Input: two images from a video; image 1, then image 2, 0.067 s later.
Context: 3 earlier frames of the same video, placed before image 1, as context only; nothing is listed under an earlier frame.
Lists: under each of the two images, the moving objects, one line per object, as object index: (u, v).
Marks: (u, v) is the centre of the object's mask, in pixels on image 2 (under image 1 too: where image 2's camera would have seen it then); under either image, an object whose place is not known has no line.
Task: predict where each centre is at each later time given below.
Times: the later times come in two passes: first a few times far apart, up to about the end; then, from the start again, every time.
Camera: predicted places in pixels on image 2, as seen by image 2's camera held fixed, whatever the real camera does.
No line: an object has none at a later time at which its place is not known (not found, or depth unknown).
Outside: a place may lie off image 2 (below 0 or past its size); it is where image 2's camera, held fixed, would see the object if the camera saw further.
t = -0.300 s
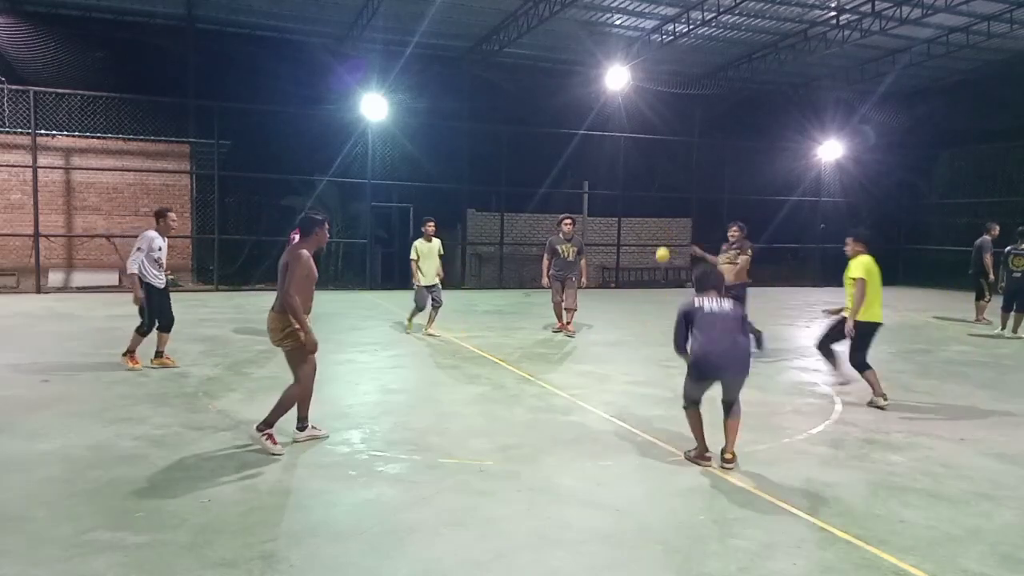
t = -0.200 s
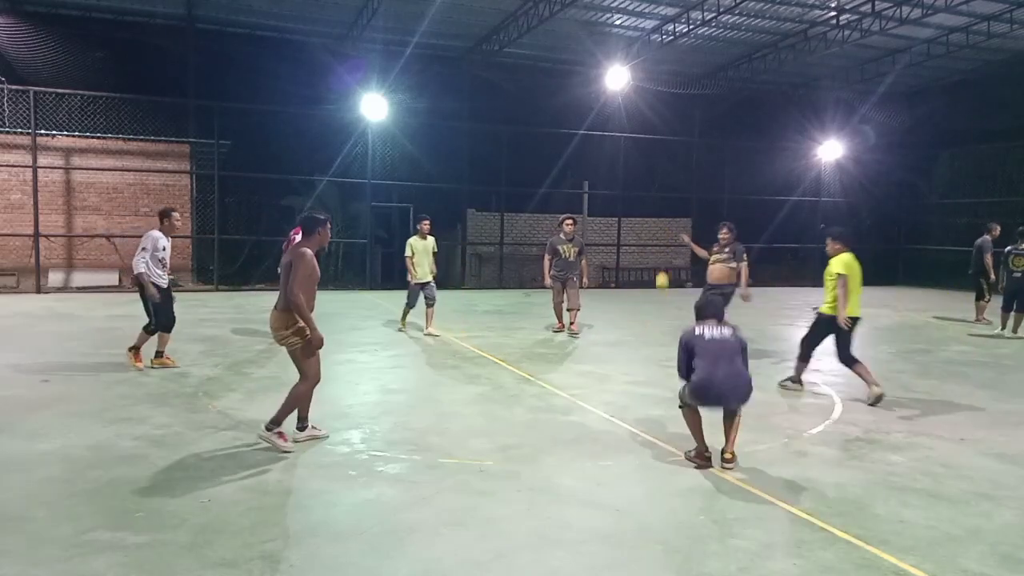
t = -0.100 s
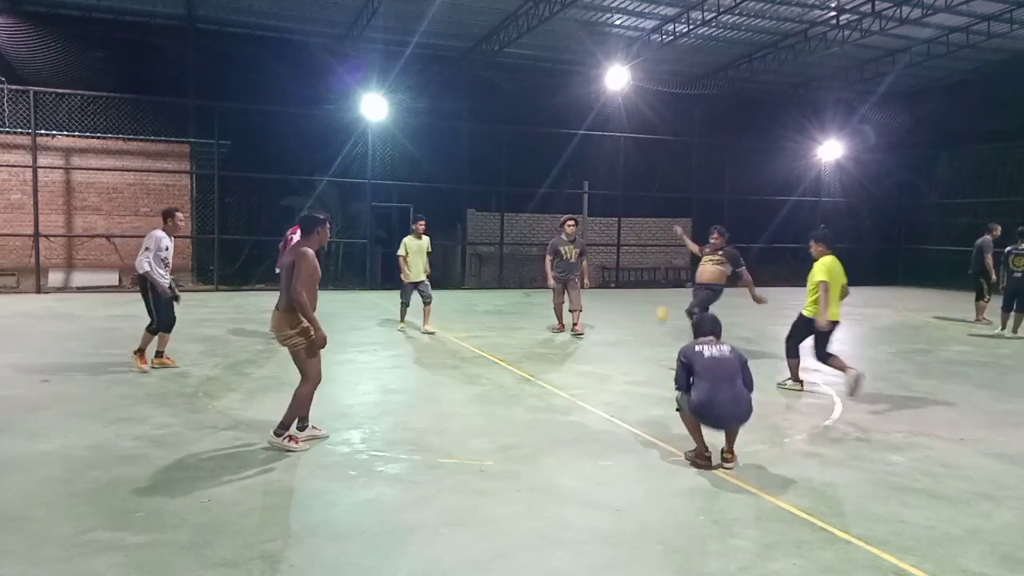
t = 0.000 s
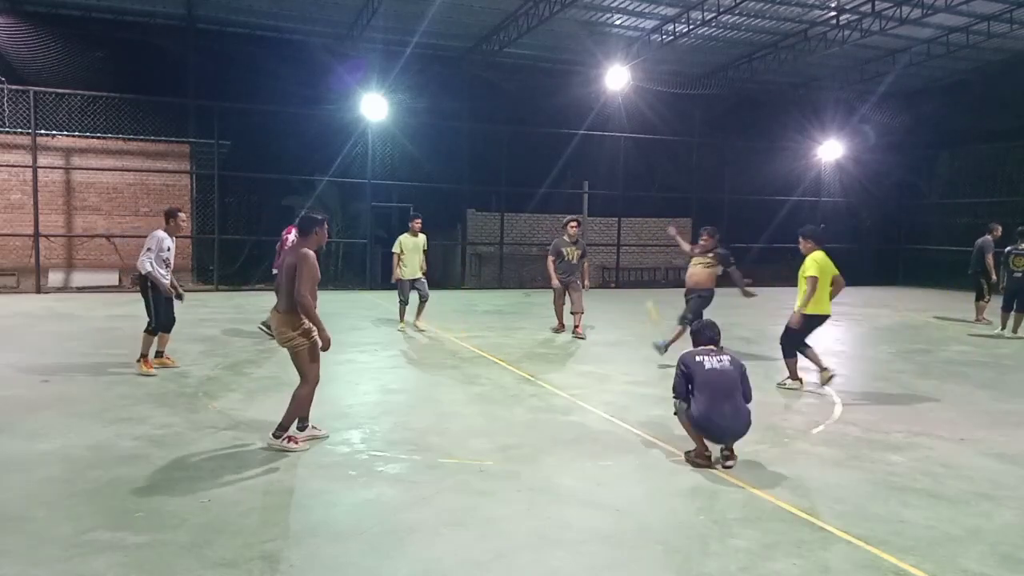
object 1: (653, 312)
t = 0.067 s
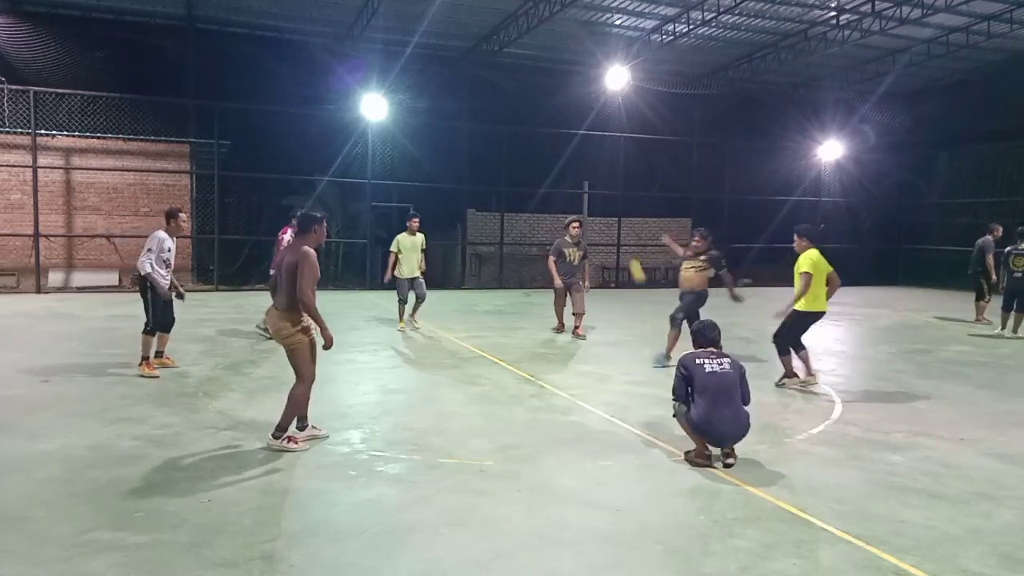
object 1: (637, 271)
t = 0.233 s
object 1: (601, 189)
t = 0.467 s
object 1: (551, 118)
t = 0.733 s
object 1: (496, 99)
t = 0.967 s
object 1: (450, 133)
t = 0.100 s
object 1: (629, 252)
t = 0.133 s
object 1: (622, 234)
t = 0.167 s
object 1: (615, 218)
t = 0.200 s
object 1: (608, 204)
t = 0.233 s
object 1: (601, 189)
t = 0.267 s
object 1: (594, 176)
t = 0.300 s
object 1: (586, 164)
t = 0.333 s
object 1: (579, 153)
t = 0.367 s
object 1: (572, 143)
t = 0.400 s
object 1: (565, 133)
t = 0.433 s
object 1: (558, 126)
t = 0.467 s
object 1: (551, 118)
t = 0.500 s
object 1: (544, 113)
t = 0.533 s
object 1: (537, 108)
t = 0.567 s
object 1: (531, 104)
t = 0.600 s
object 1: (523, 101)
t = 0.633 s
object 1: (517, 99)
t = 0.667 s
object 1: (510, 98)
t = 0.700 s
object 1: (503, 98)
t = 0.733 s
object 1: (496, 99)
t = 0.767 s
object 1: (489, 101)
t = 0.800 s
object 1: (483, 105)
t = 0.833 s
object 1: (476, 108)
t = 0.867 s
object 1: (470, 113)
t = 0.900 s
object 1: (463, 119)
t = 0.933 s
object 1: (457, 126)
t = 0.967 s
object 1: (450, 133)
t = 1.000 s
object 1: (444, 142)
